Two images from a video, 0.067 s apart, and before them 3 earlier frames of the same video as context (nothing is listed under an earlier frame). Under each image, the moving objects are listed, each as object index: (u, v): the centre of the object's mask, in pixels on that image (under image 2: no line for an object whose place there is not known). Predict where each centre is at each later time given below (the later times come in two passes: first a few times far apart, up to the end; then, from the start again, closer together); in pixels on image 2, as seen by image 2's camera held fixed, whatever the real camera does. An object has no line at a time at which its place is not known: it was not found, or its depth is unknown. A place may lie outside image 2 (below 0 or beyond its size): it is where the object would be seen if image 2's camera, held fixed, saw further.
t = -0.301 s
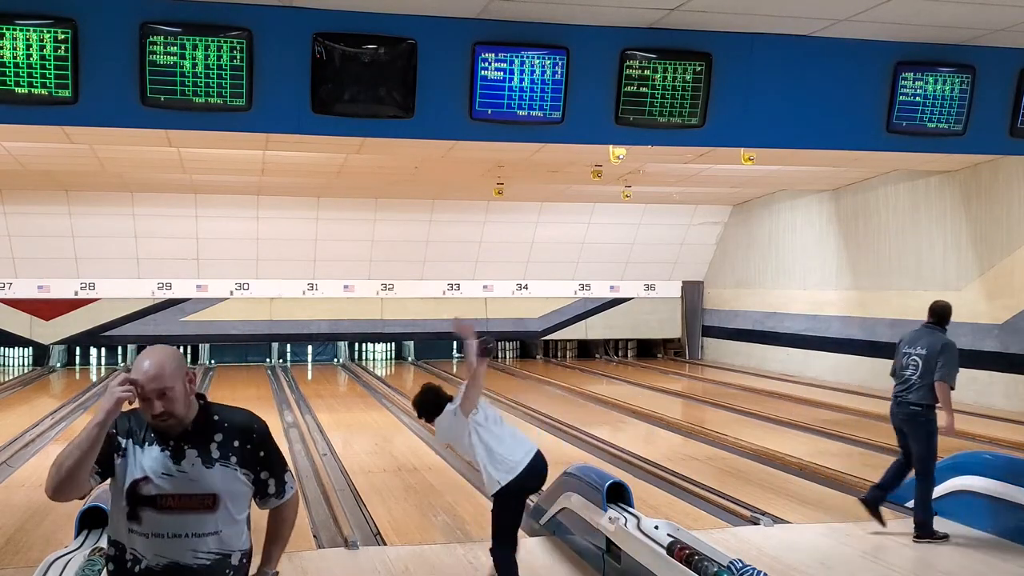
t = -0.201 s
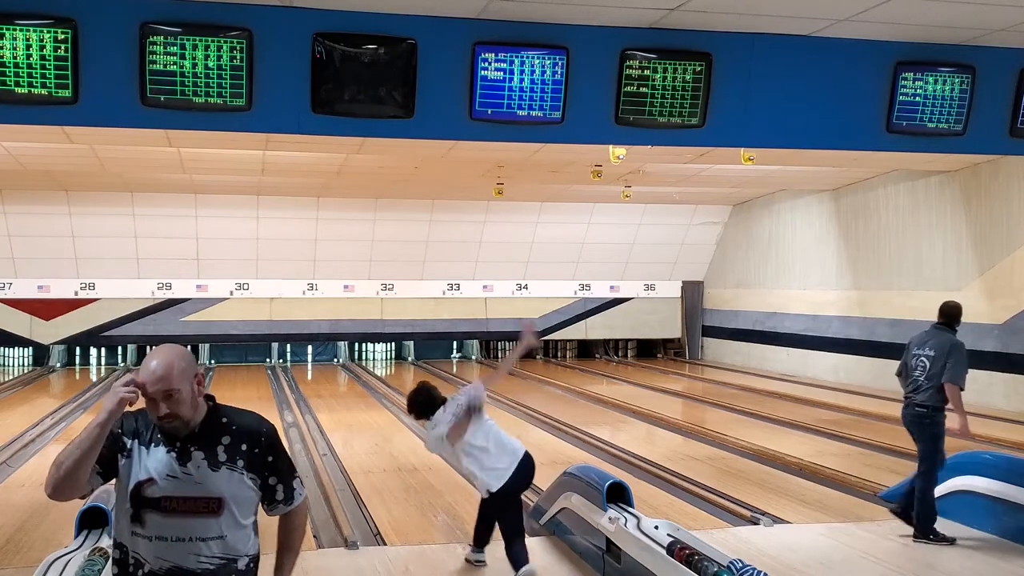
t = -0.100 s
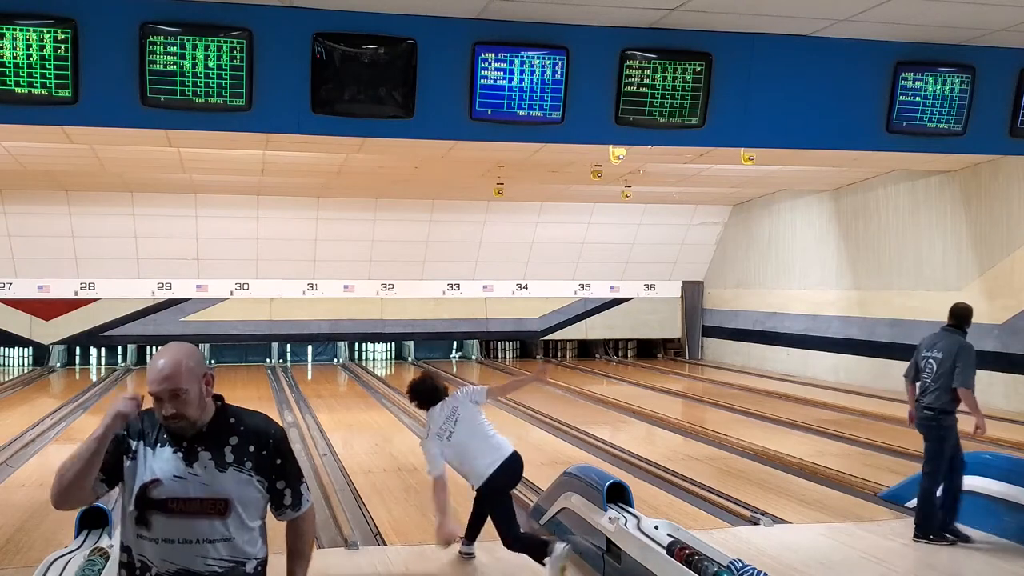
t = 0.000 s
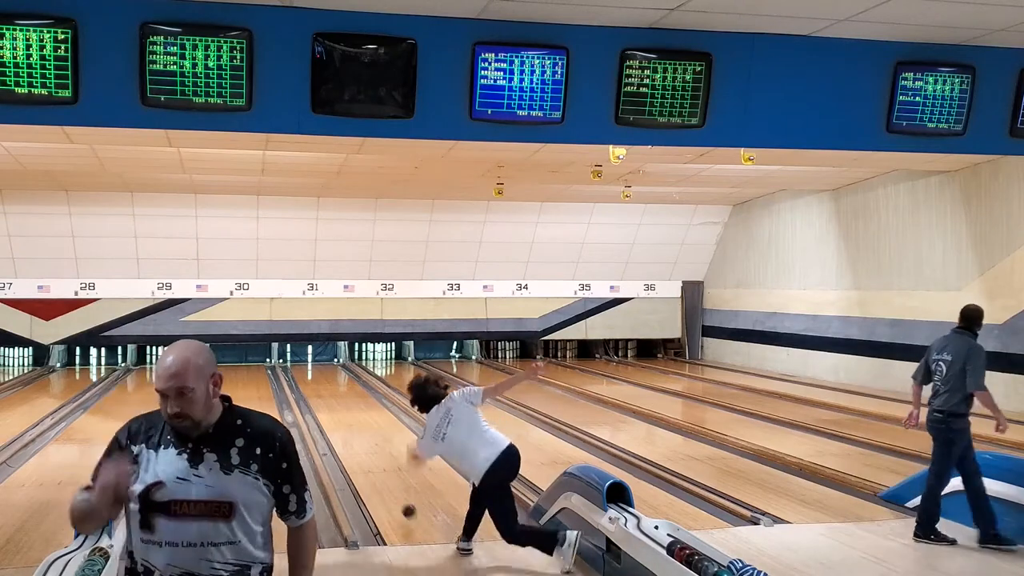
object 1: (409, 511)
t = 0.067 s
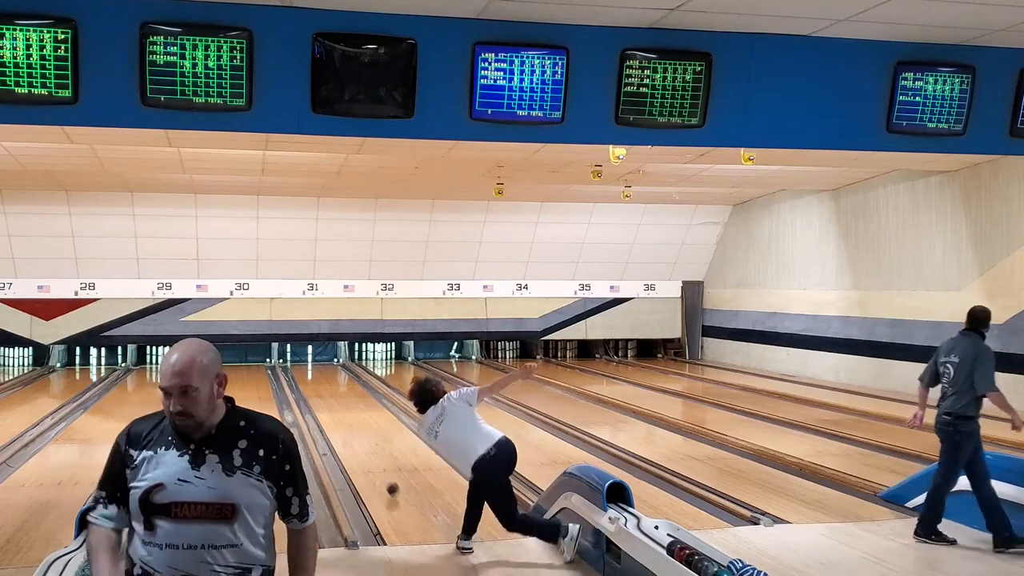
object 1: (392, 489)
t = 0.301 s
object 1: (356, 433)
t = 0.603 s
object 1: (333, 395)
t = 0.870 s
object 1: (320, 375)
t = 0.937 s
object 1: (318, 372)
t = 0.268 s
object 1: (360, 439)
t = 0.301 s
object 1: (356, 433)
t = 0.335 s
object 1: (353, 428)
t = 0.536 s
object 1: (336, 401)
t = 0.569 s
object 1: (335, 398)
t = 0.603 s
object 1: (333, 395)
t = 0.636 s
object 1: (331, 392)
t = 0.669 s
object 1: (329, 389)
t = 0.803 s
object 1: (323, 380)
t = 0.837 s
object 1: (321, 377)
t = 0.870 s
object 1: (320, 375)
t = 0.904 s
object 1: (319, 373)
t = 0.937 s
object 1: (318, 372)
